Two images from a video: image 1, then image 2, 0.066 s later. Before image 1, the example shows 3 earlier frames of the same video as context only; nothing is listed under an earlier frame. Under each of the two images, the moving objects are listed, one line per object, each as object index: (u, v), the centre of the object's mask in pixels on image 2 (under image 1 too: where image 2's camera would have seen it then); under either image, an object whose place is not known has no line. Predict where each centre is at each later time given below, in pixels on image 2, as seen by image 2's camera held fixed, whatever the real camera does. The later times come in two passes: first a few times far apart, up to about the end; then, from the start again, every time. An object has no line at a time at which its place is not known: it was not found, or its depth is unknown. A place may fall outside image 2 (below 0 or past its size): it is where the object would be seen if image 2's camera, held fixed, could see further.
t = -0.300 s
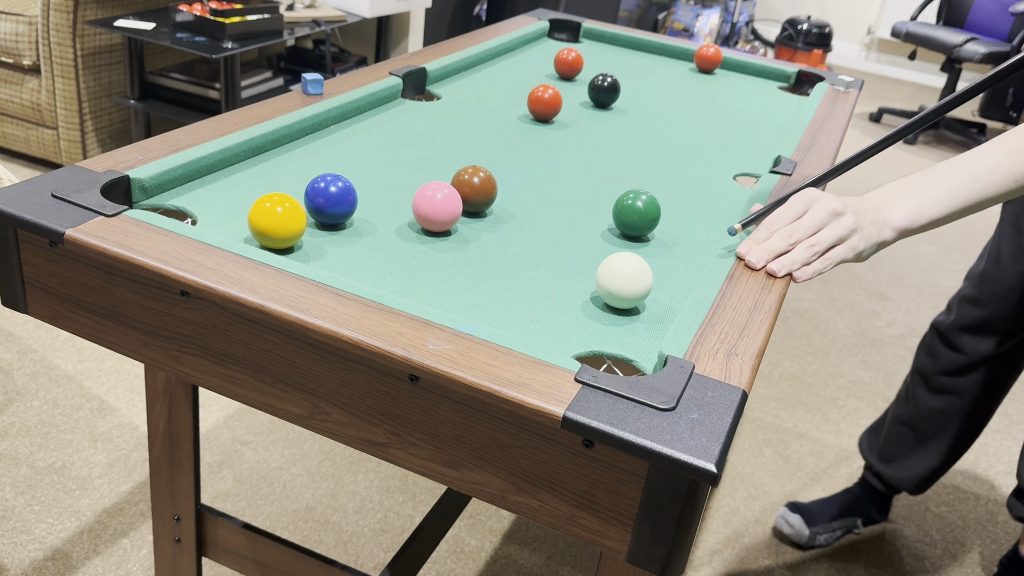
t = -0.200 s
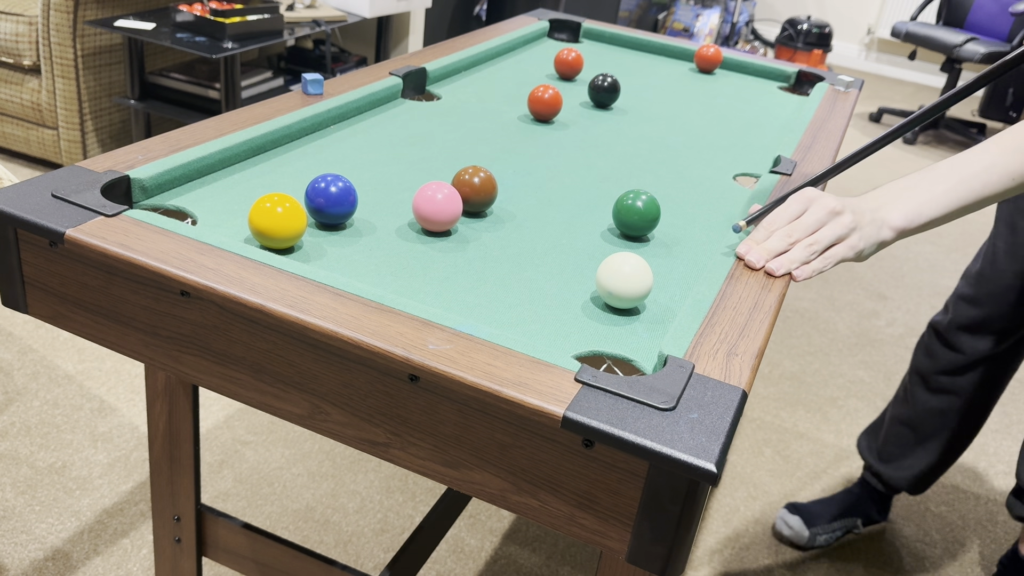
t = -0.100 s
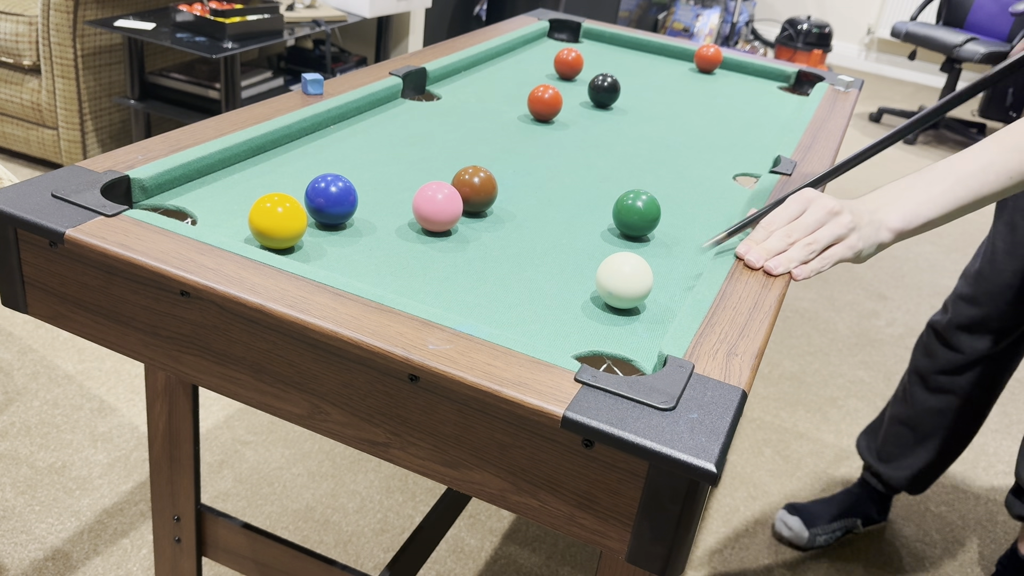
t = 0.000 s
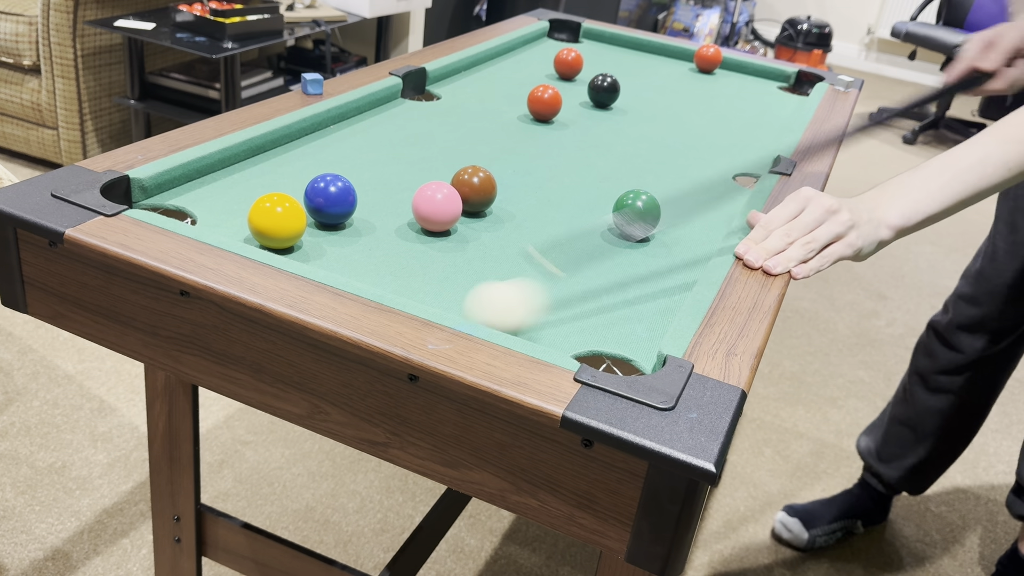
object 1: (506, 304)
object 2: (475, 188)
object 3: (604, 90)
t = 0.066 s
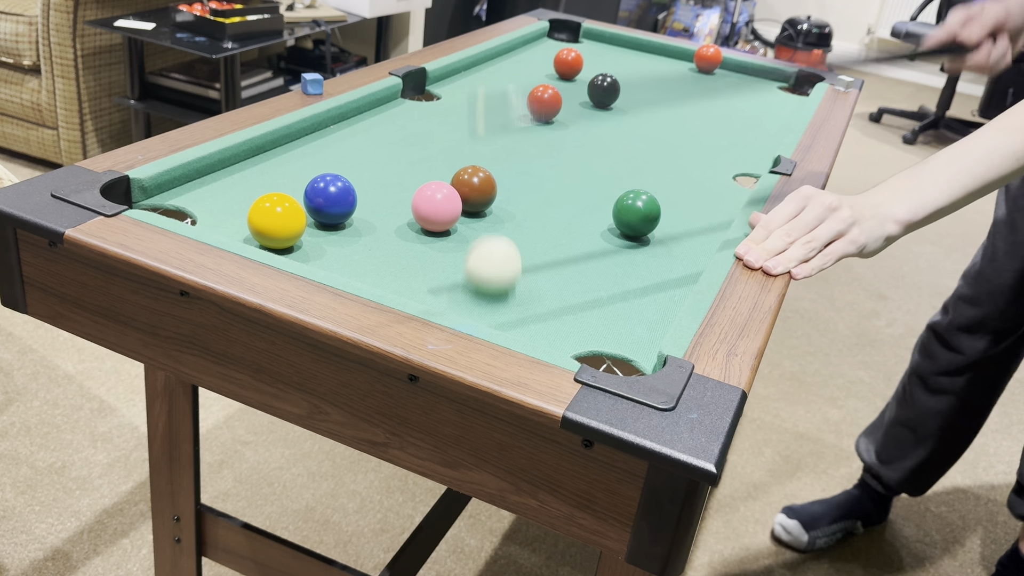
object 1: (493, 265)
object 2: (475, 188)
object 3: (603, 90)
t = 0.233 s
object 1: (512, 205)
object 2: (459, 172)
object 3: (604, 90)
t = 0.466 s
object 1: (570, 183)
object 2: (413, 131)
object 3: (604, 90)
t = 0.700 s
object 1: (618, 166)
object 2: (388, 99)
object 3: (604, 90)
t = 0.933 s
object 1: (657, 150)
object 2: (435, 96)
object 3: (604, 90)
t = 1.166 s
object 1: (689, 137)
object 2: (476, 93)
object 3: (604, 90)
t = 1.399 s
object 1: (715, 125)
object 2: (512, 91)
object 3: (604, 90)
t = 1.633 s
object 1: (736, 115)
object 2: (545, 80)
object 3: (604, 90)
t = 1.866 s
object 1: (754, 107)
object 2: (572, 87)
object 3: (606, 90)
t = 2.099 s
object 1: (770, 100)
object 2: (576, 84)
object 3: (623, 91)
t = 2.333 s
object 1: (786, 94)
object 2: (579, 82)
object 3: (634, 91)
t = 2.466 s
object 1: (794, 92)
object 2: (581, 81)
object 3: (638, 92)
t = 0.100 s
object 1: (493, 245)
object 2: (475, 188)
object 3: (603, 90)
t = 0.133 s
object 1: (493, 228)
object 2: (474, 186)
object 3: (603, 90)
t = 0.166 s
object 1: (493, 213)
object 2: (471, 183)
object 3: (604, 90)
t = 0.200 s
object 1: (501, 207)
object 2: (468, 180)
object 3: (604, 90)
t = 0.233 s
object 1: (512, 205)
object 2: (459, 172)
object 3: (604, 90)
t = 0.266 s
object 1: (521, 202)
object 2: (450, 165)
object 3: (604, 90)
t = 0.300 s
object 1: (530, 199)
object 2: (443, 160)
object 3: (604, 90)
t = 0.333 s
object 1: (539, 196)
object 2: (437, 154)
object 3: (604, 90)
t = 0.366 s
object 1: (547, 192)
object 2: (430, 148)
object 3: (604, 90)
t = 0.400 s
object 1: (555, 190)
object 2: (424, 142)
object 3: (604, 90)
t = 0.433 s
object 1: (563, 187)
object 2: (419, 136)
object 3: (603, 90)
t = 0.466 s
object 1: (570, 183)
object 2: (413, 131)
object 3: (604, 90)
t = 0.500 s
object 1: (578, 181)
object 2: (408, 126)
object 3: (604, 90)
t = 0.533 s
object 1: (585, 178)
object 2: (403, 120)
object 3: (604, 90)
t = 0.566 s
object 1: (592, 176)
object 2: (398, 115)
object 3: (604, 90)
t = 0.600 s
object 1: (599, 173)
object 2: (393, 110)
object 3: (604, 90)
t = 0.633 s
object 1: (605, 170)
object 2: (389, 106)
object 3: (604, 90)
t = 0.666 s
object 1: (612, 168)
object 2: (384, 102)
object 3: (604, 90)
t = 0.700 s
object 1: (618, 166)
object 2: (388, 99)
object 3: (604, 90)
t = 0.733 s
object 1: (624, 163)
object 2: (396, 99)
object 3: (604, 90)
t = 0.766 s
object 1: (630, 161)
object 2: (403, 99)
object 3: (604, 90)
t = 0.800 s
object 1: (636, 159)
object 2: (410, 98)
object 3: (604, 90)
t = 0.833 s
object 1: (641, 156)
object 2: (416, 98)
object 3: (604, 90)
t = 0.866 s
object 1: (647, 154)
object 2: (423, 97)
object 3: (604, 90)
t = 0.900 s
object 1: (652, 152)
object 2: (429, 97)
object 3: (604, 90)
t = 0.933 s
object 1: (657, 150)
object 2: (435, 96)
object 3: (604, 90)
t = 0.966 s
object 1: (662, 148)
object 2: (441, 96)
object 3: (604, 90)
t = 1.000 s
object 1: (667, 146)
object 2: (448, 95)
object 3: (604, 90)
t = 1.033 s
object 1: (672, 144)
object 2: (454, 95)
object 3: (604, 90)
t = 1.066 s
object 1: (676, 142)
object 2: (460, 94)
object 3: (604, 90)
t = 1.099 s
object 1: (681, 140)
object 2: (465, 94)
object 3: (604, 90)
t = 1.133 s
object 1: (685, 138)
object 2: (471, 94)
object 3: (604, 90)
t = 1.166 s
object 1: (689, 137)
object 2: (476, 93)
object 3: (604, 90)
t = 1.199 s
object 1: (693, 135)
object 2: (482, 93)
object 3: (604, 90)
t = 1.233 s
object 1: (697, 133)
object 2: (487, 93)
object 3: (604, 90)
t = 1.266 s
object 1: (701, 132)
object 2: (492, 92)
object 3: (604, 90)
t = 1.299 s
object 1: (705, 130)
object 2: (497, 92)
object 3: (604, 90)
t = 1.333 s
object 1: (708, 128)
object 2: (502, 92)
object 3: (604, 90)
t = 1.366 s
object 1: (712, 127)
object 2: (507, 91)
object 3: (604, 90)
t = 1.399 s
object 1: (715, 125)
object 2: (512, 91)
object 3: (604, 90)
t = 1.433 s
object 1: (718, 124)
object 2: (516, 90)
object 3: (604, 90)
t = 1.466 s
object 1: (722, 122)
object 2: (520, 89)
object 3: (604, 90)
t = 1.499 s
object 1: (725, 121)
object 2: (523, 88)
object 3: (604, 90)
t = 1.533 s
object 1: (728, 119)
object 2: (527, 86)
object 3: (604, 90)
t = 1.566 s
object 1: (731, 118)
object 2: (532, 83)
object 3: (604, 90)
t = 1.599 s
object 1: (734, 116)
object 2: (538, 81)
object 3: (604, 90)
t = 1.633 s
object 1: (736, 115)
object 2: (545, 80)
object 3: (604, 90)
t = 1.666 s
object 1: (739, 114)
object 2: (552, 81)
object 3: (604, 90)
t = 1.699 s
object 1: (742, 113)
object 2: (557, 82)
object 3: (604, 90)
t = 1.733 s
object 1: (744, 111)
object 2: (561, 84)
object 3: (604, 90)
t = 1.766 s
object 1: (747, 110)
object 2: (565, 85)
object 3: (604, 90)
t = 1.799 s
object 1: (750, 109)
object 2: (568, 86)
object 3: (604, 90)
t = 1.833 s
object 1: (752, 108)
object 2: (571, 87)
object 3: (604, 90)
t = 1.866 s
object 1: (754, 107)
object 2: (572, 87)
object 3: (606, 90)
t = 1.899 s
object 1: (757, 106)
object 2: (573, 86)
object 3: (609, 90)
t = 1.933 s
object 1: (759, 105)
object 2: (573, 86)
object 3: (612, 90)
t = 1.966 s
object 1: (761, 104)
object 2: (574, 86)
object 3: (614, 91)
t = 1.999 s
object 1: (764, 103)
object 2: (574, 85)
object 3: (617, 91)
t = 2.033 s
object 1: (766, 102)
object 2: (575, 85)
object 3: (619, 91)
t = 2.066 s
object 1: (768, 101)
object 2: (575, 85)
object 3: (621, 91)
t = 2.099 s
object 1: (770, 100)
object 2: (576, 84)
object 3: (623, 91)
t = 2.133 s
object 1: (773, 99)
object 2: (576, 84)
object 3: (625, 91)
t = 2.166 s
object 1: (775, 98)
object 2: (577, 84)
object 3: (627, 91)
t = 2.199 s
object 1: (777, 98)
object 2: (577, 83)
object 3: (629, 91)
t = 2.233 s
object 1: (779, 97)
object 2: (578, 83)
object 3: (630, 91)
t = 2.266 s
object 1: (781, 96)
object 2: (578, 83)
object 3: (632, 91)
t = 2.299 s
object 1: (784, 95)
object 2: (579, 82)
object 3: (633, 91)
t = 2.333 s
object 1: (786, 94)
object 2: (579, 82)
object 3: (634, 91)
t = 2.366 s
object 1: (788, 94)
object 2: (580, 82)
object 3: (635, 92)
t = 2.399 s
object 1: (790, 93)
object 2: (580, 82)
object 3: (636, 92)
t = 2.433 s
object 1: (792, 92)
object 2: (580, 81)
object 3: (637, 92)
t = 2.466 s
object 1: (794, 92)
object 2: (581, 81)
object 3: (638, 92)
